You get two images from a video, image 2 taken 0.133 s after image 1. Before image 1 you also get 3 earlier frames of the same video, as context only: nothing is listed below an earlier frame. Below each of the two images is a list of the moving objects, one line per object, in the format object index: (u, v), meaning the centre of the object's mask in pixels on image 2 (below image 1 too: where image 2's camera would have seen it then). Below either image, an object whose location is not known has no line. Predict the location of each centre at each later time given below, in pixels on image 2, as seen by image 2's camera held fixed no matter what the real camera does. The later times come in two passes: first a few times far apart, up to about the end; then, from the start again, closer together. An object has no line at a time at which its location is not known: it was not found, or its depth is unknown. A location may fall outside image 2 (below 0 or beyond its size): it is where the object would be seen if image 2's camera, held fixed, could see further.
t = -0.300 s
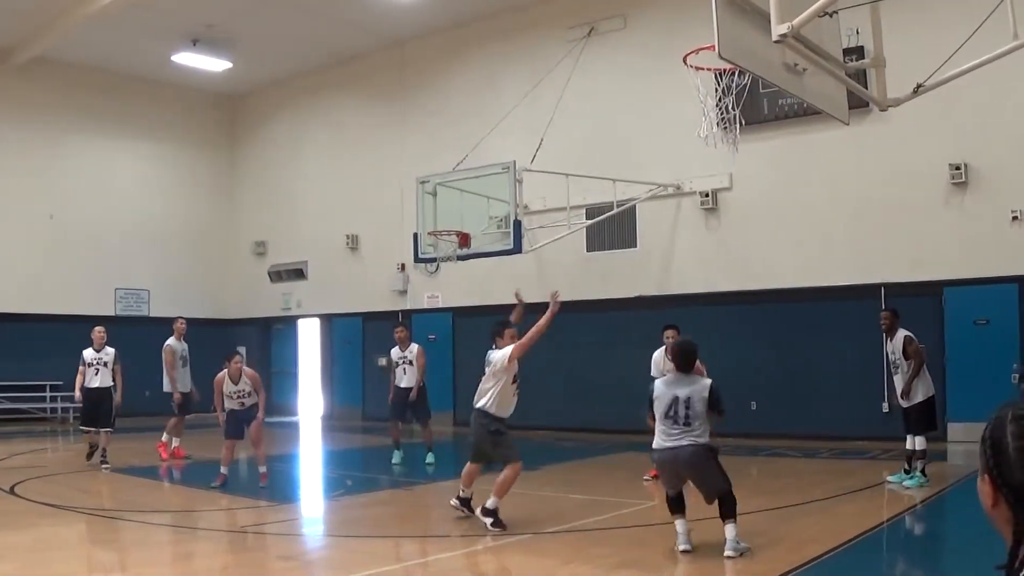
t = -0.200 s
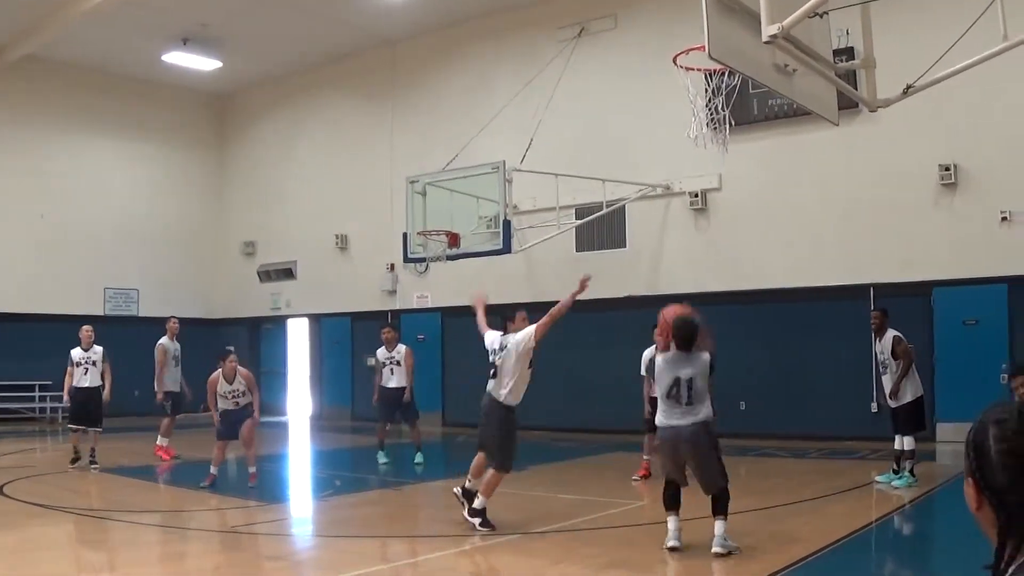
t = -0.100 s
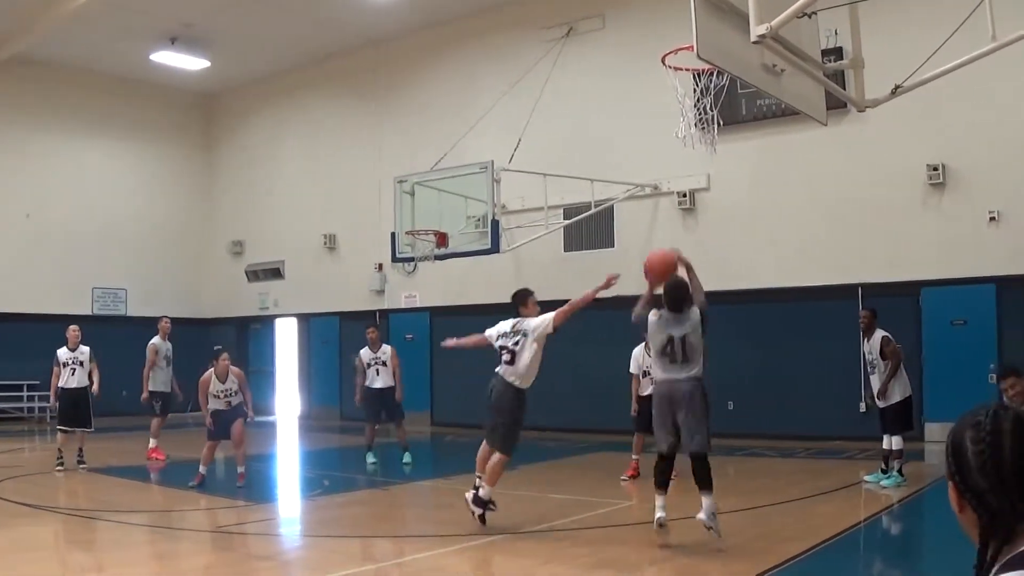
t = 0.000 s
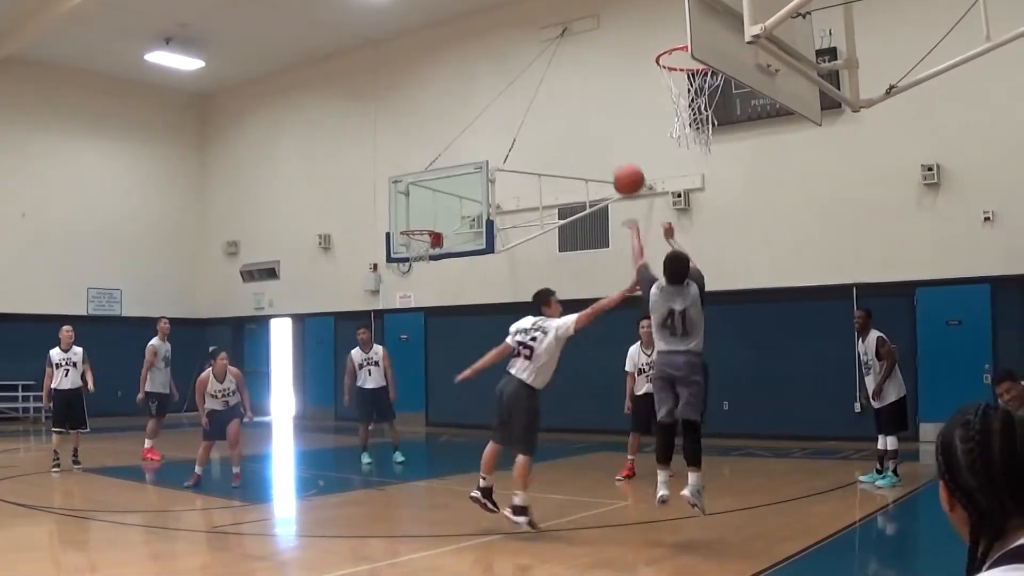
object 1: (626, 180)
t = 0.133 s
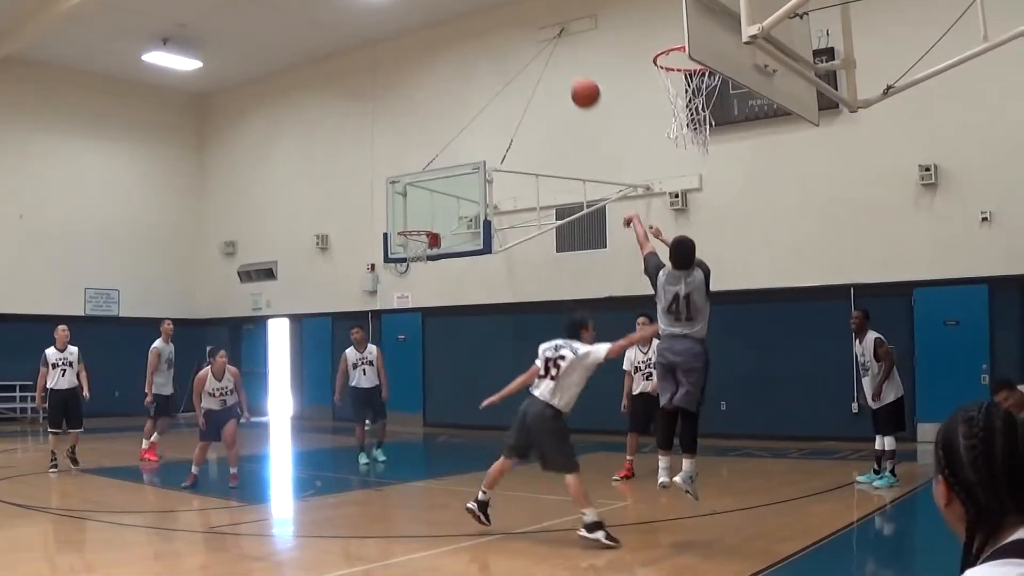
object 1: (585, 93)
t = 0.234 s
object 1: (560, 51)
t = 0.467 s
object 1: (512, 9)
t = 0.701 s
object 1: (476, 20)
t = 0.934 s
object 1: (446, 70)
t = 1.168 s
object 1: (423, 152)
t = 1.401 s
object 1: (420, 217)
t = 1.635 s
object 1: (480, 186)
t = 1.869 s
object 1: (546, 194)
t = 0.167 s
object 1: (577, 77)
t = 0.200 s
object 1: (568, 64)
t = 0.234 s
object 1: (560, 51)
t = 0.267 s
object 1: (553, 40)
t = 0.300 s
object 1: (545, 31)
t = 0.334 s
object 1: (538, 25)
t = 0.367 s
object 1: (531, 19)
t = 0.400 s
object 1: (525, 13)
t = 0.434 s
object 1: (519, 11)
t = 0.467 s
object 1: (512, 9)
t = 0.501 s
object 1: (507, 8)
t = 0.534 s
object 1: (501, 8)
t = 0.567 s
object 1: (496, 8)
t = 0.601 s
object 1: (491, 9)
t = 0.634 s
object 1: (486, 11)
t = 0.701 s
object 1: (476, 20)
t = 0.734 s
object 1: (471, 25)
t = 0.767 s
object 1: (467, 30)
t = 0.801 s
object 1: (463, 37)
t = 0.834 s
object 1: (459, 44)
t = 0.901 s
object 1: (450, 61)
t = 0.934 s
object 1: (446, 70)
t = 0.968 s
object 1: (443, 80)
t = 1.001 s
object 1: (439, 91)
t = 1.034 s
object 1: (435, 102)
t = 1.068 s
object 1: (432, 113)
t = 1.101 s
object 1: (429, 126)
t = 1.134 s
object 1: (426, 138)
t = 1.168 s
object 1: (423, 152)
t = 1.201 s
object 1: (420, 165)
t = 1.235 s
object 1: (417, 180)
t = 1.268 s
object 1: (413, 194)
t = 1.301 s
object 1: (411, 210)
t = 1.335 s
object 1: (408, 225)
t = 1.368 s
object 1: (412, 224)
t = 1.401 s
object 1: (420, 217)
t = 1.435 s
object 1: (428, 210)
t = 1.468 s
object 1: (437, 205)
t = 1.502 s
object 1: (444, 199)
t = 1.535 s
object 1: (453, 195)
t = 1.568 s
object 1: (461, 191)
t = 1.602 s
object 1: (471, 188)
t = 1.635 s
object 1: (480, 186)
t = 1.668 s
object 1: (488, 184)
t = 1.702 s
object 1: (497, 184)
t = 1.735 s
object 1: (507, 184)
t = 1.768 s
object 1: (516, 185)
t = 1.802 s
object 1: (526, 187)
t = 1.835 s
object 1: (536, 190)
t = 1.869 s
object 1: (546, 194)
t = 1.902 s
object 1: (555, 199)
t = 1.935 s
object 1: (566, 205)
